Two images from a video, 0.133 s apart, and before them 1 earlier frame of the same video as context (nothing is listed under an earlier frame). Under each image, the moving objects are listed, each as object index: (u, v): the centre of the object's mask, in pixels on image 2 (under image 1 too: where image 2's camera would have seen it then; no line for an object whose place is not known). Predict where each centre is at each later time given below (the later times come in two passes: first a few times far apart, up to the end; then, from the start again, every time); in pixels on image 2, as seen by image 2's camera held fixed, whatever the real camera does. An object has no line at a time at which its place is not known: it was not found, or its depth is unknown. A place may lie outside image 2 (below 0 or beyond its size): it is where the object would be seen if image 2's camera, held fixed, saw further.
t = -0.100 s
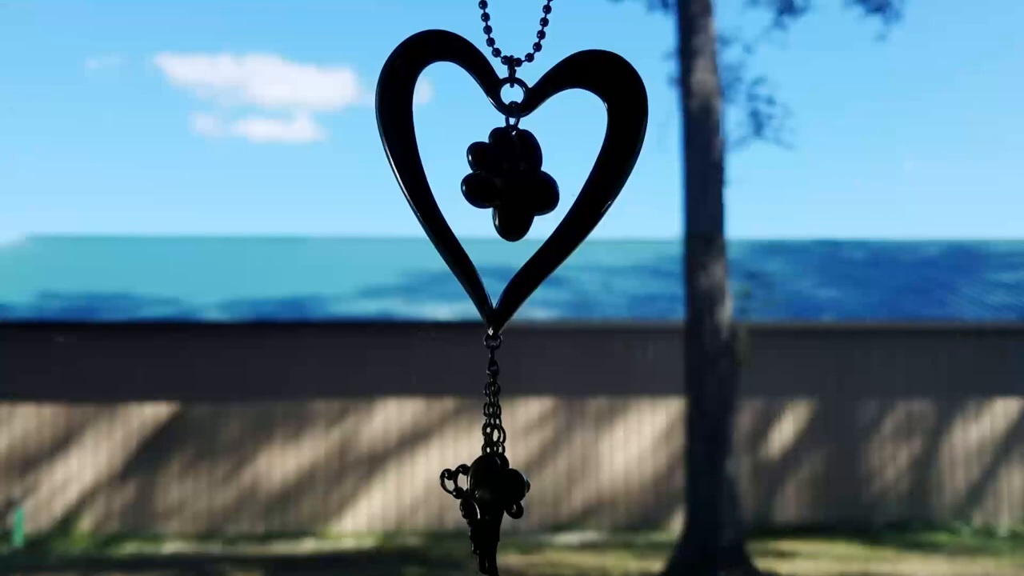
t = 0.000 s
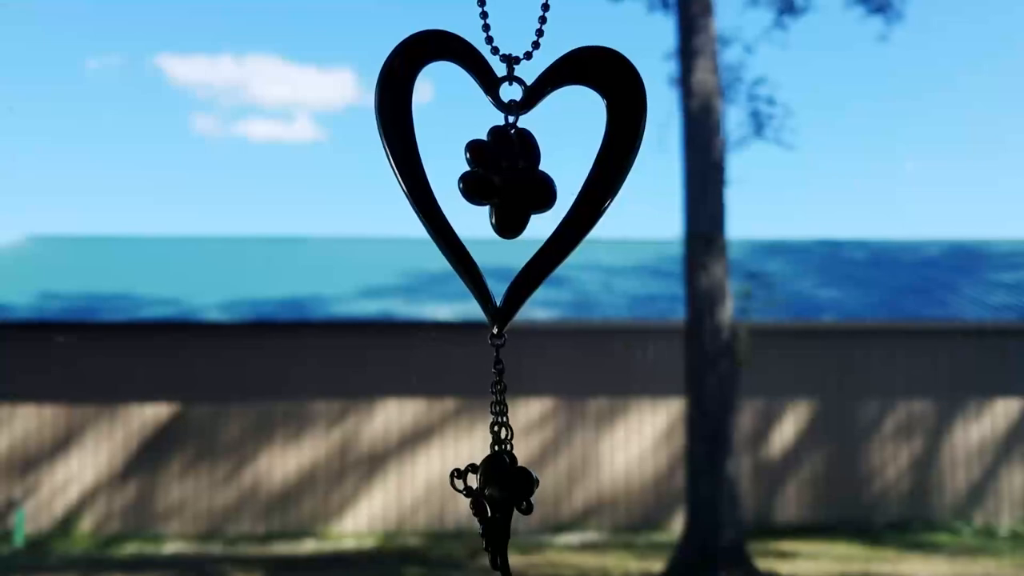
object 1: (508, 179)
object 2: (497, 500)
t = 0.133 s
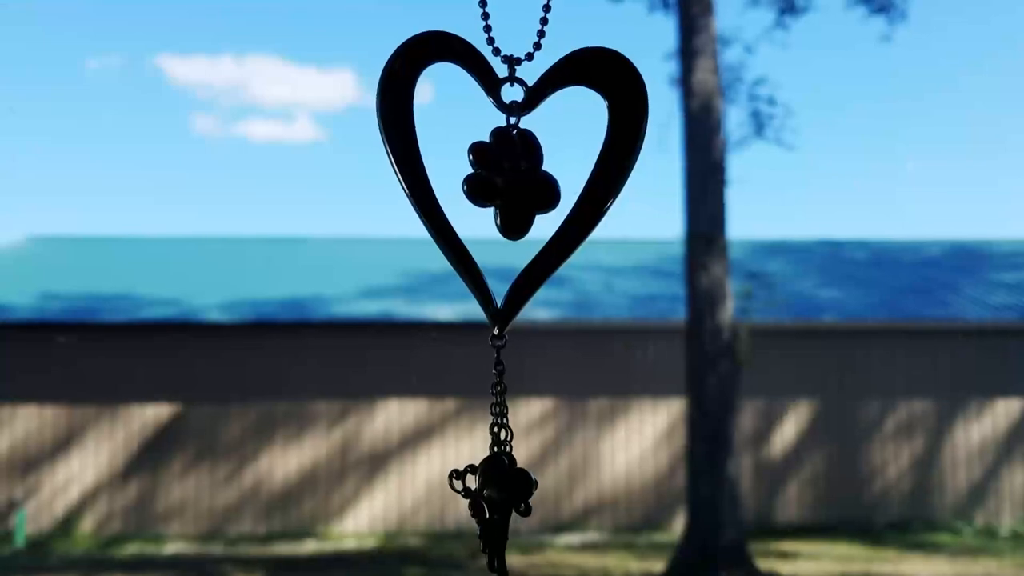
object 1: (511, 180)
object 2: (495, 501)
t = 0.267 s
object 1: (510, 181)
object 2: (482, 502)
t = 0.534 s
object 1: (512, 182)
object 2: (500, 503)
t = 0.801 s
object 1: (512, 180)
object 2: (483, 501)
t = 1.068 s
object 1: (508, 180)
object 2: (498, 502)
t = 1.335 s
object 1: (514, 184)
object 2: (485, 505)
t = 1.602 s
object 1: (511, 182)
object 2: (499, 503)
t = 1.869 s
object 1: (510, 182)
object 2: (482, 502)
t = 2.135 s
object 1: (510, 174)
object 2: (497, 498)
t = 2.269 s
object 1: (509, 176)
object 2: (489, 499)
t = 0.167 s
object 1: (511, 180)
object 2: (492, 501)
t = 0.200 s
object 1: (511, 181)
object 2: (488, 502)
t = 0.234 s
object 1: (511, 181)
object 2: (485, 502)
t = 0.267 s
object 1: (510, 181)
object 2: (482, 502)
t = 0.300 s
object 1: (510, 181)
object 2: (481, 502)
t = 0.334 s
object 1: (510, 182)
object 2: (481, 503)
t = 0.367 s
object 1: (510, 181)
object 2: (482, 503)
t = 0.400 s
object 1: (511, 181)
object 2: (485, 503)
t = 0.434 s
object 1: (512, 181)
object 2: (489, 503)
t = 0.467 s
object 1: (513, 181)
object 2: (493, 503)
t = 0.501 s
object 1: (512, 182)
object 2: (497, 503)
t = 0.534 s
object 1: (512, 182)
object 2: (500, 503)
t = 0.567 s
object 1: (512, 182)
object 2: (501, 502)
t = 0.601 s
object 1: (510, 181)
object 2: (500, 502)
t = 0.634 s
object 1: (510, 181)
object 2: (500, 501)
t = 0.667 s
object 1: (510, 180)
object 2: (497, 501)
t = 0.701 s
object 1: (510, 180)
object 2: (493, 501)
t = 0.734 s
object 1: (511, 180)
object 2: (490, 500)
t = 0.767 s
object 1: (512, 180)
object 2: (486, 500)
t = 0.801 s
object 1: (512, 180)
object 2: (483, 501)
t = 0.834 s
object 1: (512, 180)
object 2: (481, 501)
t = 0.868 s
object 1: (510, 180)
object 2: (479, 501)
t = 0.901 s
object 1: (510, 180)
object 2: (480, 501)
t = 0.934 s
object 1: (509, 179)
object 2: (483, 501)
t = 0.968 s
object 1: (508, 179)
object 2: (487, 501)
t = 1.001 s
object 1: (507, 179)
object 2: (490, 502)
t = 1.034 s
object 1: (507, 179)
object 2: (495, 502)
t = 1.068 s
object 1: (508, 180)
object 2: (498, 502)
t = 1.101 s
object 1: (509, 180)
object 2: (499, 502)
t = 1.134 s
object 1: (510, 179)
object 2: (499, 500)
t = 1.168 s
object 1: (512, 179)
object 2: (497, 499)
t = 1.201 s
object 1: (512, 178)
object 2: (494, 499)
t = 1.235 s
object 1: (513, 179)
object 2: (491, 500)
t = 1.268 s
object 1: (514, 181)
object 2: (489, 501)
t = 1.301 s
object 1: (514, 182)
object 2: (486, 503)
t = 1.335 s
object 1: (514, 184)
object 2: (485, 505)
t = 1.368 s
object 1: (513, 186)
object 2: (486, 507)
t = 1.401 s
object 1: (513, 188)
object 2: (487, 507)
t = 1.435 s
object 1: (513, 187)
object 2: (489, 507)
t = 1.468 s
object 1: (512, 186)
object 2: (491, 506)
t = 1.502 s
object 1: (511, 185)
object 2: (494, 505)
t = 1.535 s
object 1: (511, 183)
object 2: (496, 504)
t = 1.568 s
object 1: (511, 183)
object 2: (498, 504)
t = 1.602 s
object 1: (511, 182)
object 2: (499, 503)
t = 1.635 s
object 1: (511, 181)
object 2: (498, 502)
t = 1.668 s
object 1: (511, 180)
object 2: (496, 502)
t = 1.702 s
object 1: (511, 180)
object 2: (493, 501)
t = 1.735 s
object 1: (510, 179)
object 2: (490, 500)
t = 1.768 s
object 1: (510, 179)
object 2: (486, 500)
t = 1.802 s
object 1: (510, 180)
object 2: (484, 501)
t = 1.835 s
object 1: (510, 181)
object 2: (482, 502)
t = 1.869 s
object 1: (510, 182)
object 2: (482, 502)
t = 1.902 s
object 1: (509, 182)
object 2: (483, 502)
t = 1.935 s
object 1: (509, 181)
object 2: (485, 501)
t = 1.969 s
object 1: (509, 179)
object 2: (488, 500)
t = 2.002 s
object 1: (509, 177)
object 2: (491, 498)
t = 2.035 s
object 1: (509, 175)
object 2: (494, 497)
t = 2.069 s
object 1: (510, 174)
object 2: (496, 497)
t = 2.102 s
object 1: (510, 173)
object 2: (497, 497)
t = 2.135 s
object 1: (510, 174)
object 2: (497, 498)
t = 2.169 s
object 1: (510, 175)
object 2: (496, 499)
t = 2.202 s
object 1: (510, 176)
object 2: (494, 499)
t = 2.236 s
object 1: (509, 176)
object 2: (491, 500)
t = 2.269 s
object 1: (509, 176)
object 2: (489, 499)
